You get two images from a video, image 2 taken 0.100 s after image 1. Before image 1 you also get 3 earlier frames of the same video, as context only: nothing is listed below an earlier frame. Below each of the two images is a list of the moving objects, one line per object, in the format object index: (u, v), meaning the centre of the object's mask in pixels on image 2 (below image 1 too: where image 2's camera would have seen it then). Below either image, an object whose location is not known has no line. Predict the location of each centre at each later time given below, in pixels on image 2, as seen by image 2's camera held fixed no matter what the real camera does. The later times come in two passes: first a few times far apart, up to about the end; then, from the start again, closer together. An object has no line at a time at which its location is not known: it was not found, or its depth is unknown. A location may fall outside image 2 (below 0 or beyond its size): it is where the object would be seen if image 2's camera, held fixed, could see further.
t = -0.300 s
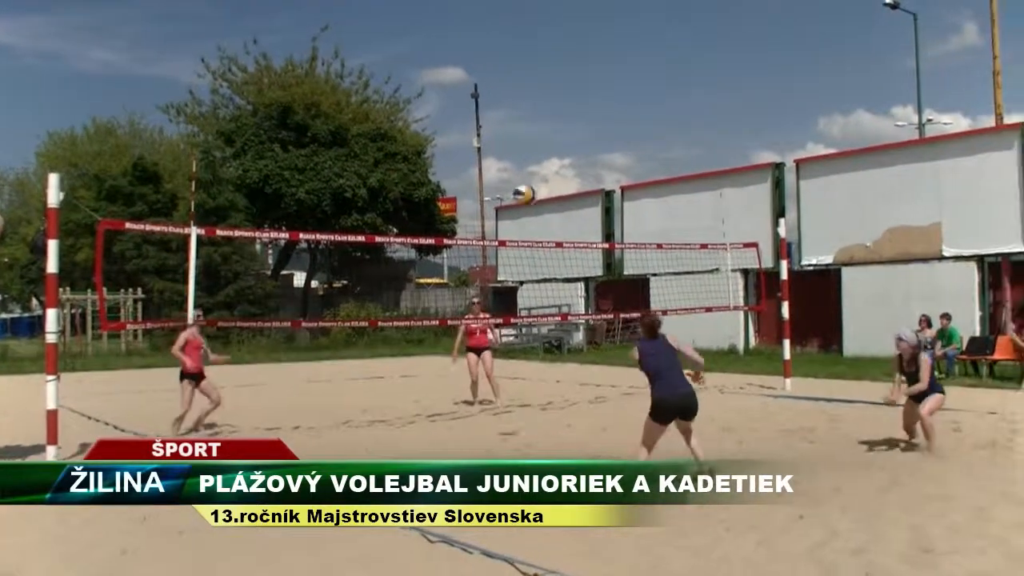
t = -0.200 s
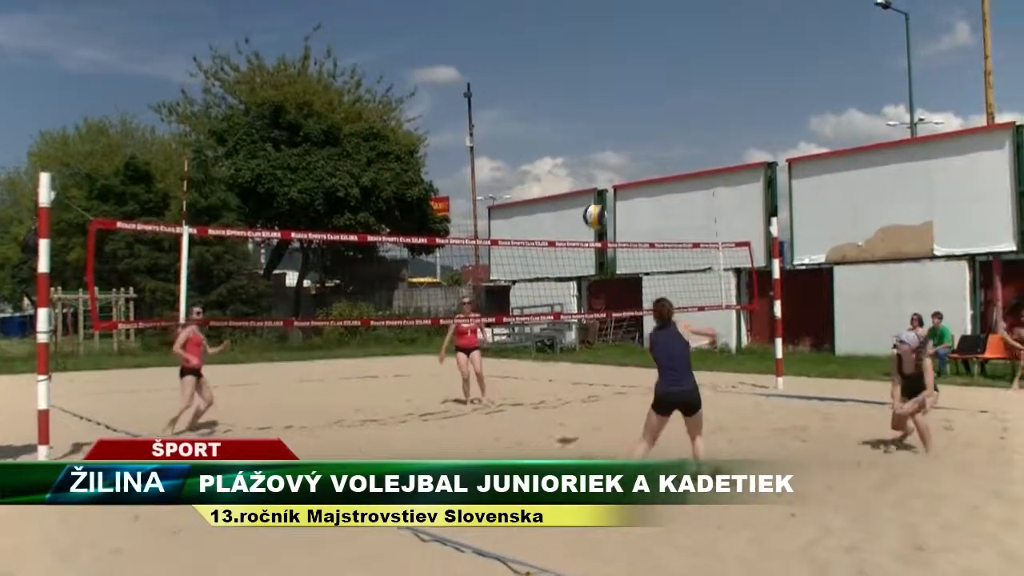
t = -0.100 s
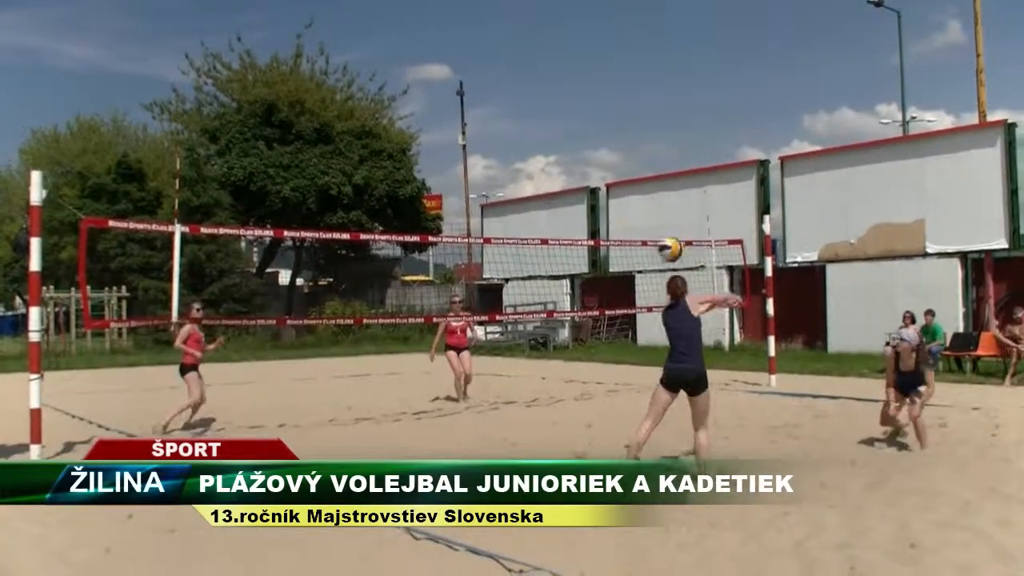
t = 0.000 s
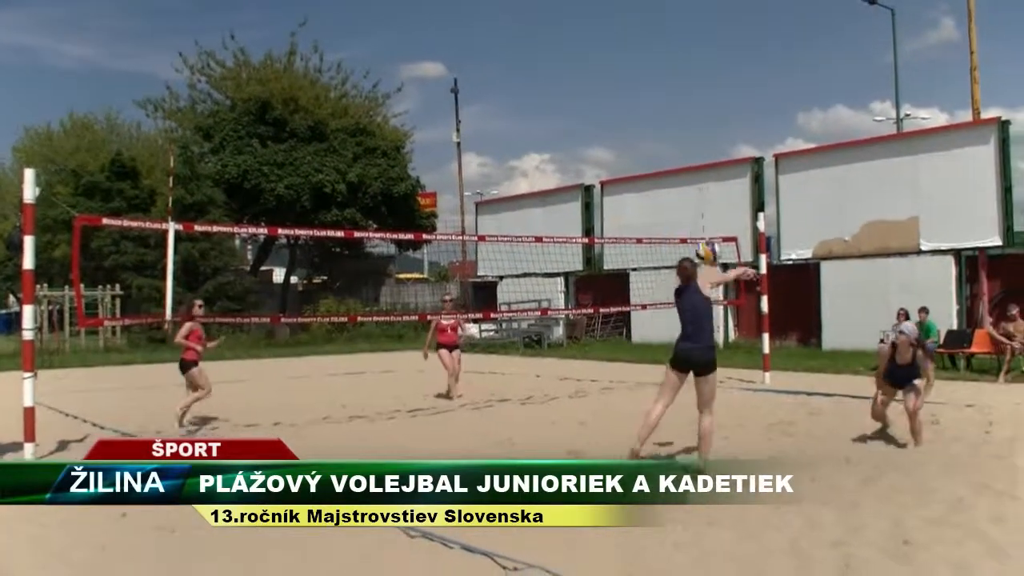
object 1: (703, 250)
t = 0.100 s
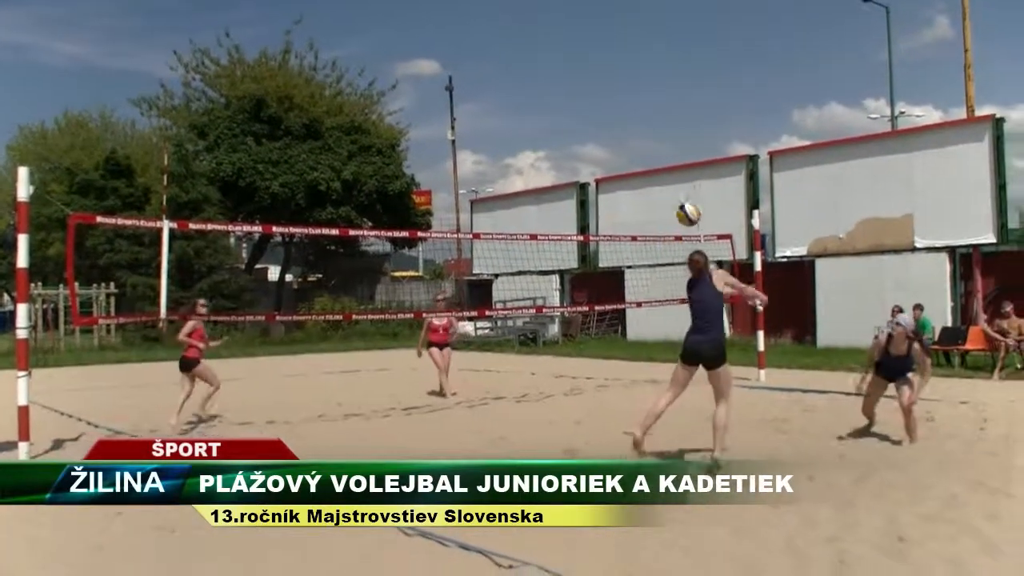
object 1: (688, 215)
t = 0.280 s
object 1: (665, 180)
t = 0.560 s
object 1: (635, 199)
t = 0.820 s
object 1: (615, 280)
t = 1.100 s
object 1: (597, 414)
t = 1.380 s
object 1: (593, 372)
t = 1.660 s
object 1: (590, 397)
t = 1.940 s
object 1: (582, 409)
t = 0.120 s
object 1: (685, 209)
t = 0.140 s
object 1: (682, 203)
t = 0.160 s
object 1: (680, 198)
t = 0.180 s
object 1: (677, 194)
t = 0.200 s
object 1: (675, 191)
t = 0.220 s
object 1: (672, 187)
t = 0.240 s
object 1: (669, 185)
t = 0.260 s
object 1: (667, 183)
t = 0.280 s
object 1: (665, 180)
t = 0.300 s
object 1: (663, 179)
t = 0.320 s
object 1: (661, 179)
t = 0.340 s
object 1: (658, 178)
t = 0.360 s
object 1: (655, 178)
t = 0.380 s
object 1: (653, 178)
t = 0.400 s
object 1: (650, 179)
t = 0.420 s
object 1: (648, 180)
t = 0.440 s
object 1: (647, 182)
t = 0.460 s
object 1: (644, 184)
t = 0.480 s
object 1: (642, 187)
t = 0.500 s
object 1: (640, 189)
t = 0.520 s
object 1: (638, 192)
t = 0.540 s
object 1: (637, 196)
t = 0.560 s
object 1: (635, 199)
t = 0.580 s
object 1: (633, 204)
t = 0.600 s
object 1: (631, 209)
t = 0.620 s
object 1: (629, 214)
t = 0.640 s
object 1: (628, 219)
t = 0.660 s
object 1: (626, 225)
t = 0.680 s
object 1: (626, 230)
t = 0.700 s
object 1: (623, 237)
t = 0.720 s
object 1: (621, 243)
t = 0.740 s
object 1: (620, 250)
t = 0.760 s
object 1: (619, 259)
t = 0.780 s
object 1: (618, 264)
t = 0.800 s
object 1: (616, 272)
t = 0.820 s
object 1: (615, 280)
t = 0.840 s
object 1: (612, 288)
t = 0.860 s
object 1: (611, 295)
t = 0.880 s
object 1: (610, 302)
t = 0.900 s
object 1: (608, 312)
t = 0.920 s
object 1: (607, 322)
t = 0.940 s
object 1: (608, 332)
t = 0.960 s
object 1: (606, 342)
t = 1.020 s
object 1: (602, 375)
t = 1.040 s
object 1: (600, 386)
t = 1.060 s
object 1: (599, 397)
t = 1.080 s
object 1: (598, 408)
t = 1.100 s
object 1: (597, 414)
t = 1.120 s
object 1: (597, 408)
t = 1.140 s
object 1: (596, 403)
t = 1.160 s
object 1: (595, 398)
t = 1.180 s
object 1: (596, 394)
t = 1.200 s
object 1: (596, 390)
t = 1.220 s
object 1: (596, 387)
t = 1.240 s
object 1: (595, 383)
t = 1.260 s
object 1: (595, 380)
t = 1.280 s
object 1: (594, 377)
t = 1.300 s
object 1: (594, 375)
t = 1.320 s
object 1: (595, 375)
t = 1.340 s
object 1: (594, 374)
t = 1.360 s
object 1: (594, 372)
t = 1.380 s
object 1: (593, 372)
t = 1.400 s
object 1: (593, 371)
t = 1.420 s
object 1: (593, 371)
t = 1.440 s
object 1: (593, 371)
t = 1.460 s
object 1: (592, 371)
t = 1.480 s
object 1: (591, 372)
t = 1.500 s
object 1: (592, 373)
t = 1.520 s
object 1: (592, 375)
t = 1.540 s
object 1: (591, 377)
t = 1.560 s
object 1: (591, 378)
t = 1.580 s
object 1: (591, 382)
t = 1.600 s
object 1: (590, 385)
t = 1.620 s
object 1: (590, 389)
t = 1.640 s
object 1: (590, 394)
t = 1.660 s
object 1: (590, 397)
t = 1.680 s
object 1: (589, 401)
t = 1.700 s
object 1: (589, 408)
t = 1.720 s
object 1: (589, 409)
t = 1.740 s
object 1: (588, 409)
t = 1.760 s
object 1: (587, 409)
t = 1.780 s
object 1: (586, 409)
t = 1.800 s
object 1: (586, 409)
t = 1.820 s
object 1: (585, 409)
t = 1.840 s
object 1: (584, 409)
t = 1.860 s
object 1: (583, 409)
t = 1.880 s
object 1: (583, 409)
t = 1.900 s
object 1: (582, 409)
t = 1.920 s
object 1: (582, 409)
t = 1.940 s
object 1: (582, 409)
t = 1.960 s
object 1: (581, 409)
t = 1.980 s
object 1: (581, 409)
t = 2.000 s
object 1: (581, 409)
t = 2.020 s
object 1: (581, 409)
